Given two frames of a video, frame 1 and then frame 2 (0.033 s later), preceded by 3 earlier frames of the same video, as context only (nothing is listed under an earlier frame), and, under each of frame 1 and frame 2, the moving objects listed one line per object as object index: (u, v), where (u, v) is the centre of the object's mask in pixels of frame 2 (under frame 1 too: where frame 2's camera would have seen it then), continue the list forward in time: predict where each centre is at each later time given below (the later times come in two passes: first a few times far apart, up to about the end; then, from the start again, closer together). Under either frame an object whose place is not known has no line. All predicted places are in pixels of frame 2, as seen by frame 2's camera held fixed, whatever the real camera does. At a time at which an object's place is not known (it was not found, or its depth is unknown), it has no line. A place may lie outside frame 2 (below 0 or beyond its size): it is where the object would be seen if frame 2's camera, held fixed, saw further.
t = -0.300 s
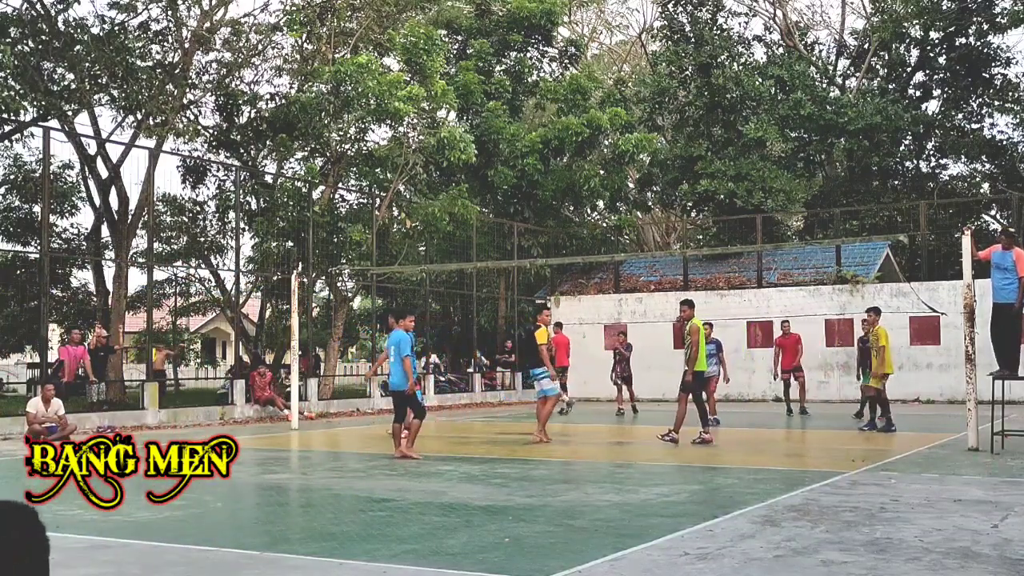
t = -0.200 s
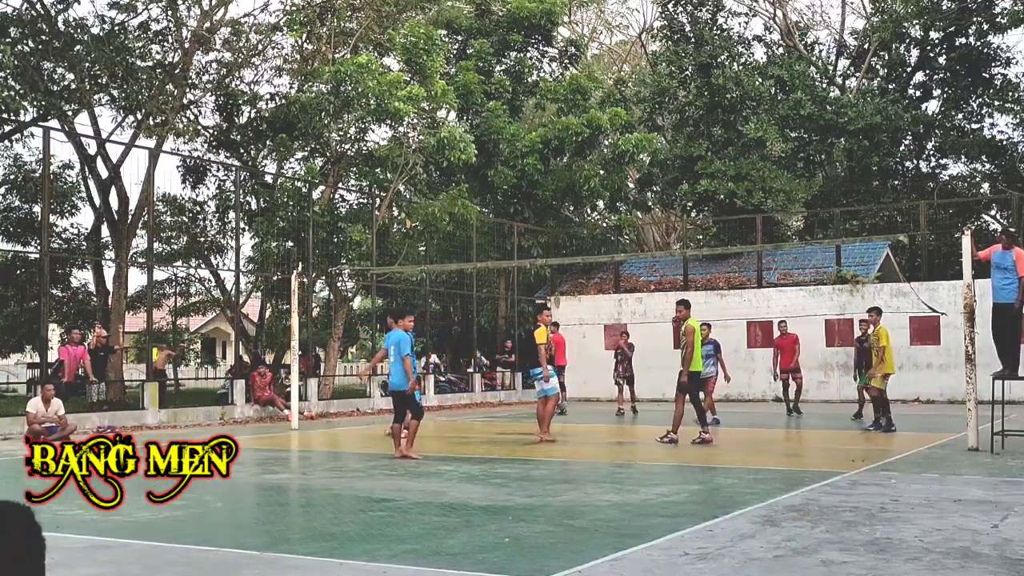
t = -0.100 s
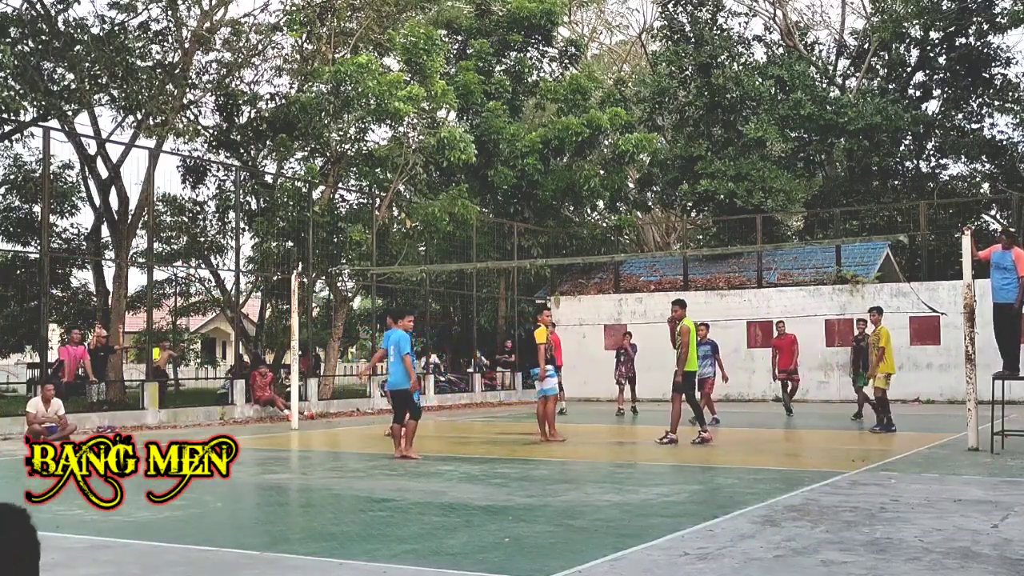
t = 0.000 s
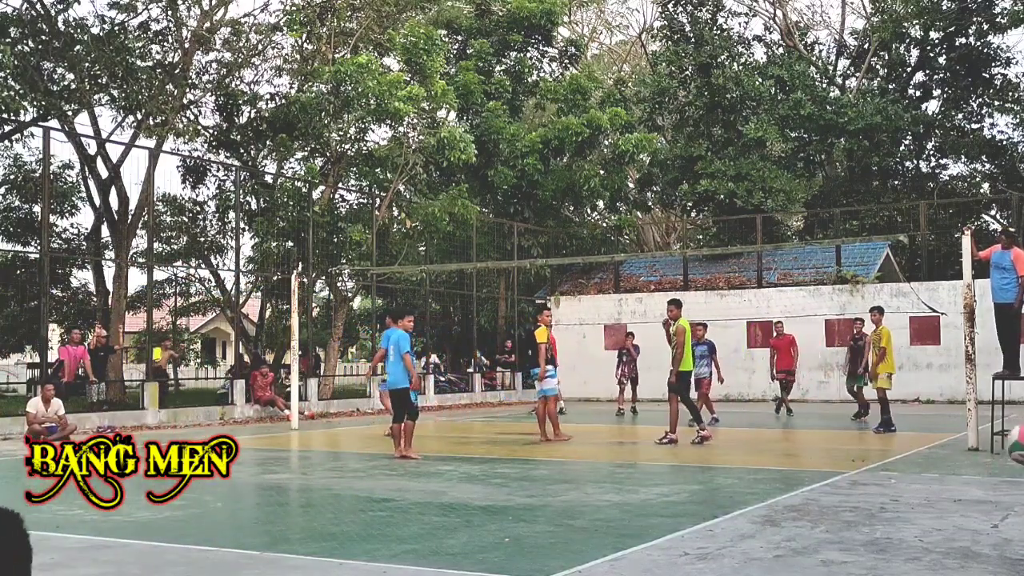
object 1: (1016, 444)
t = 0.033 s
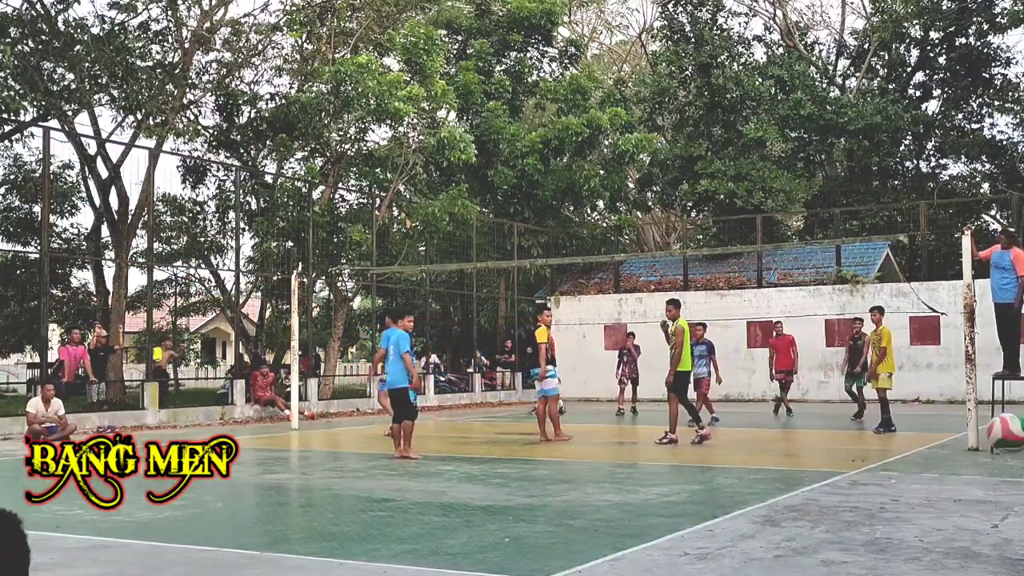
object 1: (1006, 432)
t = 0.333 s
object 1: (854, 424)
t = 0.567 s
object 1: (743, 537)
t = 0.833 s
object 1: (649, 449)
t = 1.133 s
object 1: (546, 490)
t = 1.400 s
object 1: (454, 490)
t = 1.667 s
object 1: (361, 491)
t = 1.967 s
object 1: (258, 507)
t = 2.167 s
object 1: (196, 503)
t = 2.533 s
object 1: (65, 510)
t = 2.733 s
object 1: (9, 548)
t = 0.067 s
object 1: (991, 423)
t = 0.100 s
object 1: (974, 416)
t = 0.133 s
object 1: (956, 411)
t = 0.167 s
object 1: (939, 407)
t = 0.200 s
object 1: (921, 407)
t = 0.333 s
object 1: (854, 424)
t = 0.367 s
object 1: (838, 434)
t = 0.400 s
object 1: (822, 445)
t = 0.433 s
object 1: (806, 459)
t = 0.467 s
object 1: (790, 475)
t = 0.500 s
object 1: (774, 493)
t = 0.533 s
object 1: (758, 514)
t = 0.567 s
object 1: (743, 537)
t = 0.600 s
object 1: (730, 533)
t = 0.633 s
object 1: (718, 515)
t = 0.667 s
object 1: (706, 499)
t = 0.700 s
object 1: (695, 484)
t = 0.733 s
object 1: (683, 473)
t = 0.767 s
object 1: (672, 463)
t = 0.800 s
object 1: (661, 454)
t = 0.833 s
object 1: (649, 449)
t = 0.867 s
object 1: (638, 445)
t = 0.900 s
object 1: (627, 443)
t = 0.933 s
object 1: (615, 443)
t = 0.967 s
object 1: (603, 446)
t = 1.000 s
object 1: (592, 450)
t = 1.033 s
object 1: (580, 456)
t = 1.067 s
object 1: (568, 466)
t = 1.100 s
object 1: (557, 477)
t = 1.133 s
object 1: (546, 490)
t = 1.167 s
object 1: (534, 506)
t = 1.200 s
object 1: (523, 524)
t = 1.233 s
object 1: (512, 544)
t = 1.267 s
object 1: (500, 542)
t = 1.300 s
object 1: (488, 526)
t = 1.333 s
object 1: (477, 512)
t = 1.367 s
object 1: (465, 500)
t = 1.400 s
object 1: (454, 490)
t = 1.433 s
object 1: (442, 483)
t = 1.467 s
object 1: (431, 478)
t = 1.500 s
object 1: (419, 475)
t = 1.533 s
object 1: (408, 474)
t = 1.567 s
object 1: (396, 475)
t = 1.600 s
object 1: (384, 478)
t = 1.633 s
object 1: (373, 483)
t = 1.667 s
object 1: (361, 491)
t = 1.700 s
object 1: (350, 501)
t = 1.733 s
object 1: (338, 513)
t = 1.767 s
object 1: (326, 528)
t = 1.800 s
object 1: (315, 545)
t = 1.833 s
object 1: (302, 551)
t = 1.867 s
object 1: (292, 536)
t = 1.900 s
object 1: (280, 524)
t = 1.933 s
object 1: (269, 515)
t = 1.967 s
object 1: (258, 507)
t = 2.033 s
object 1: (235, 498)
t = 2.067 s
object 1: (224, 497)
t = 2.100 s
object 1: (212, 498)
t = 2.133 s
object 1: (202, 500)
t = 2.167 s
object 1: (196, 503)
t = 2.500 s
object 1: (71, 511)
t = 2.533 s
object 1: (65, 510)
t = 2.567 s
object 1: (55, 515)
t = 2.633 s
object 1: (31, 522)
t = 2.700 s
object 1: (15, 536)
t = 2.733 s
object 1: (9, 548)
